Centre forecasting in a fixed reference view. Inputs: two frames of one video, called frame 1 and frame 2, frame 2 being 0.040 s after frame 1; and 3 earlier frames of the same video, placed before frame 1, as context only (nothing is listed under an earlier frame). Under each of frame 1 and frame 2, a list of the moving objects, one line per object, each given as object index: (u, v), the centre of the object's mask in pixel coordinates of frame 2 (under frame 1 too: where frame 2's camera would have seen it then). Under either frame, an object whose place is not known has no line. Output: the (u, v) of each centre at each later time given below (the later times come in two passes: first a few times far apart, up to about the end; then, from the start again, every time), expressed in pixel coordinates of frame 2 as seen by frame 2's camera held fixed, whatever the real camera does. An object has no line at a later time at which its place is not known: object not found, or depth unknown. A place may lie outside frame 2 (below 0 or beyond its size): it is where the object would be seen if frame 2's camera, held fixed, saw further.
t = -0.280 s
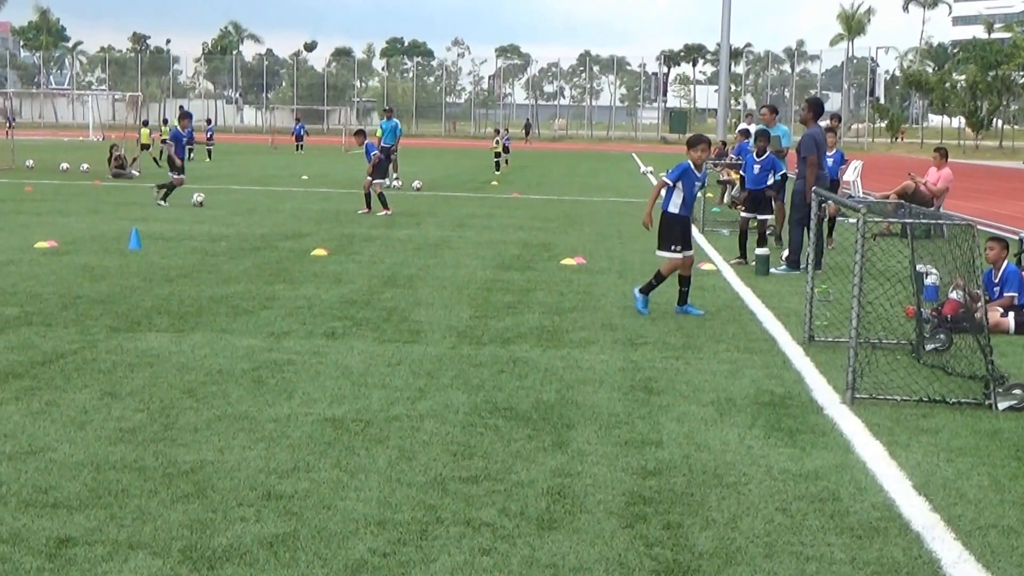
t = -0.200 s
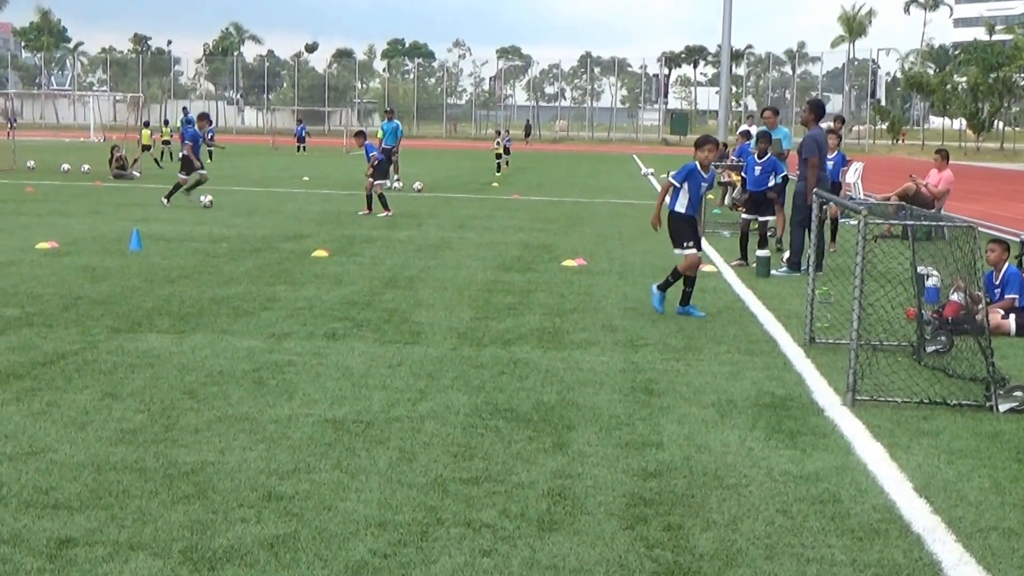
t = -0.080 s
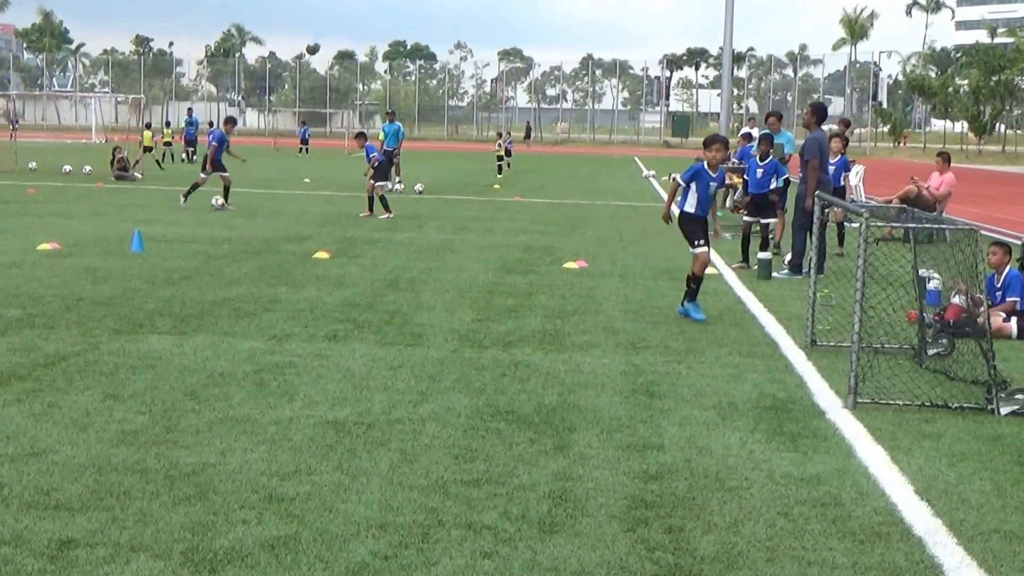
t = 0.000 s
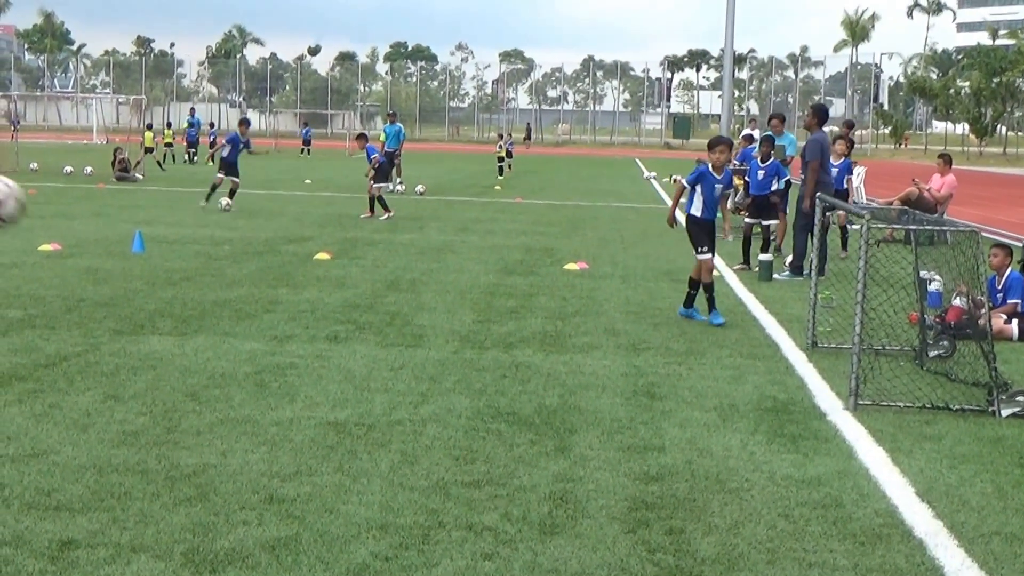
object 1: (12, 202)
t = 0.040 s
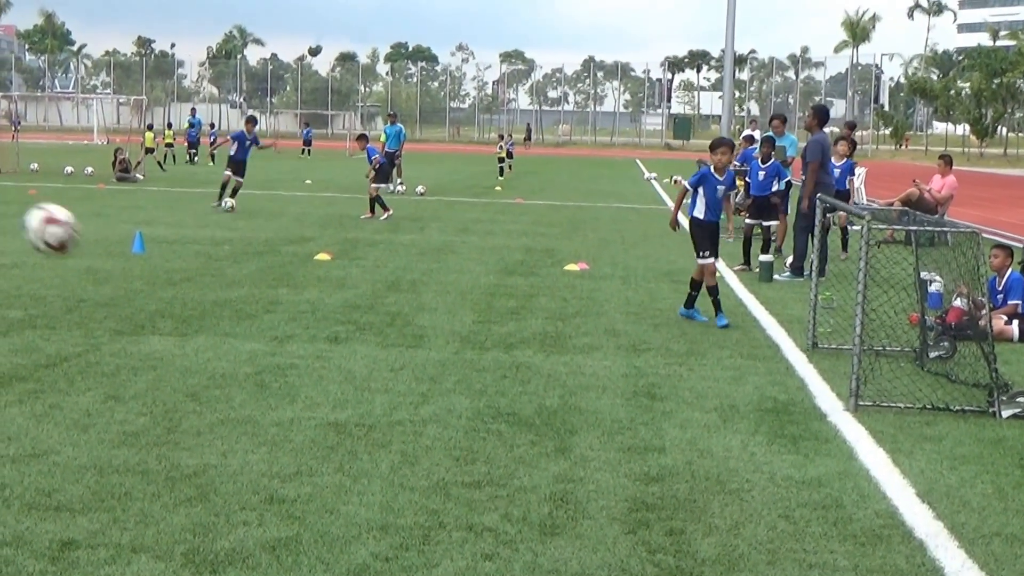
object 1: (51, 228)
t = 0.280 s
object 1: (299, 355)
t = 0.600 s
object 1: (486, 239)
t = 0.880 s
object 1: (609, 289)
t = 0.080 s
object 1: (102, 257)
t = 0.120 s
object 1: (149, 288)
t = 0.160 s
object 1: (194, 321)
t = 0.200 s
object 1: (234, 355)
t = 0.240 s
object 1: (271, 387)
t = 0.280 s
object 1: (299, 355)
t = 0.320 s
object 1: (326, 328)
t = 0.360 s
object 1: (351, 305)
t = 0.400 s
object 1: (376, 286)
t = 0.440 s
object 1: (399, 270)
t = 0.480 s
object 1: (423, 257)
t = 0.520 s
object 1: (444, 248)
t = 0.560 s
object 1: (465, 242)
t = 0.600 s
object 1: (486, 239)
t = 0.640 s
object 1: (506, 238)
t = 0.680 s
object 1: (525, 241)
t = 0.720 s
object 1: (542, 245)
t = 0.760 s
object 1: (561, 253)
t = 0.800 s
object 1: (577, 263)
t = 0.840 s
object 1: (593, 275)
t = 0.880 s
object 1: (609, 289)
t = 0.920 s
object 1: (624, 305)
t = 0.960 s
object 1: (638, 323)
